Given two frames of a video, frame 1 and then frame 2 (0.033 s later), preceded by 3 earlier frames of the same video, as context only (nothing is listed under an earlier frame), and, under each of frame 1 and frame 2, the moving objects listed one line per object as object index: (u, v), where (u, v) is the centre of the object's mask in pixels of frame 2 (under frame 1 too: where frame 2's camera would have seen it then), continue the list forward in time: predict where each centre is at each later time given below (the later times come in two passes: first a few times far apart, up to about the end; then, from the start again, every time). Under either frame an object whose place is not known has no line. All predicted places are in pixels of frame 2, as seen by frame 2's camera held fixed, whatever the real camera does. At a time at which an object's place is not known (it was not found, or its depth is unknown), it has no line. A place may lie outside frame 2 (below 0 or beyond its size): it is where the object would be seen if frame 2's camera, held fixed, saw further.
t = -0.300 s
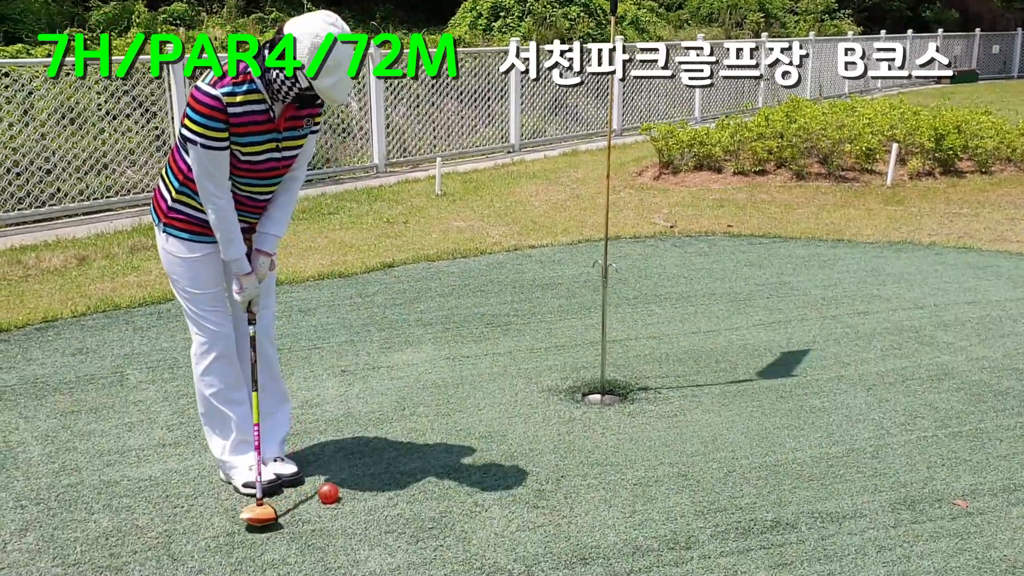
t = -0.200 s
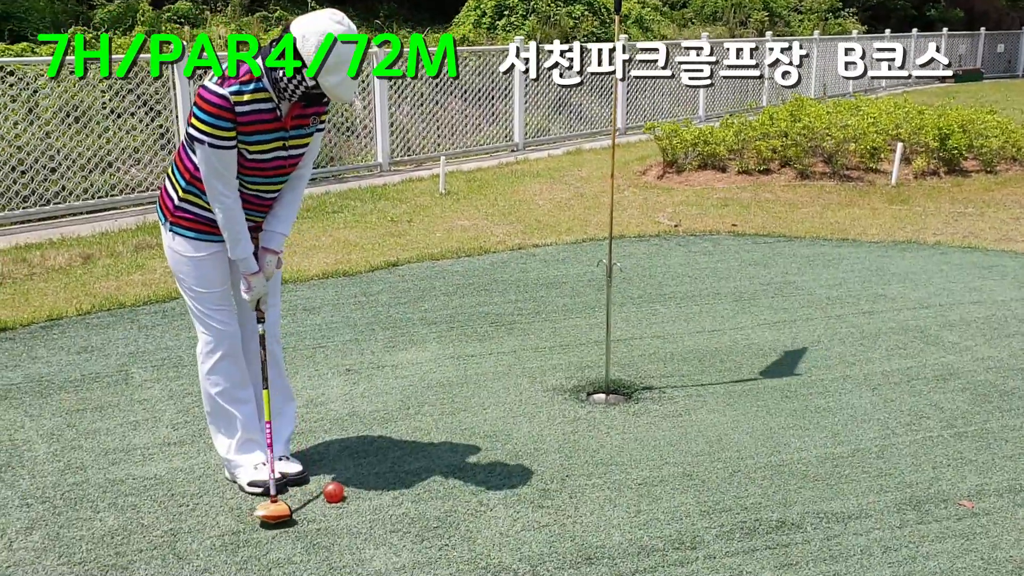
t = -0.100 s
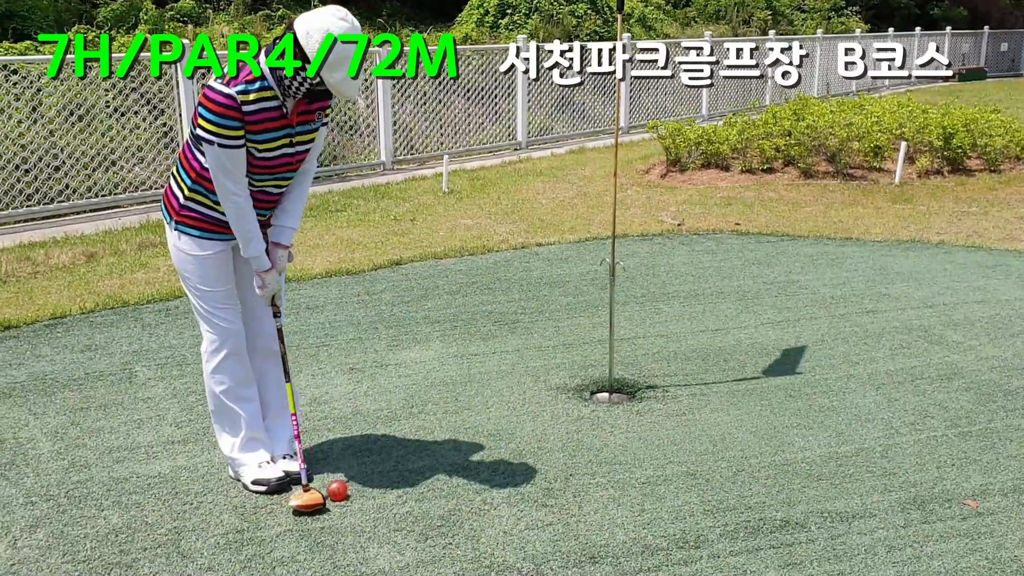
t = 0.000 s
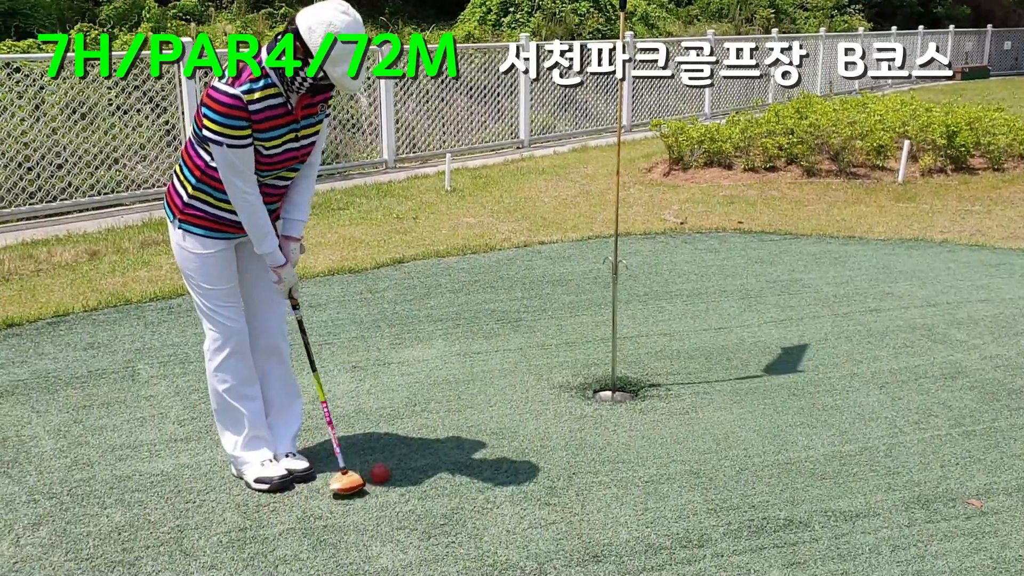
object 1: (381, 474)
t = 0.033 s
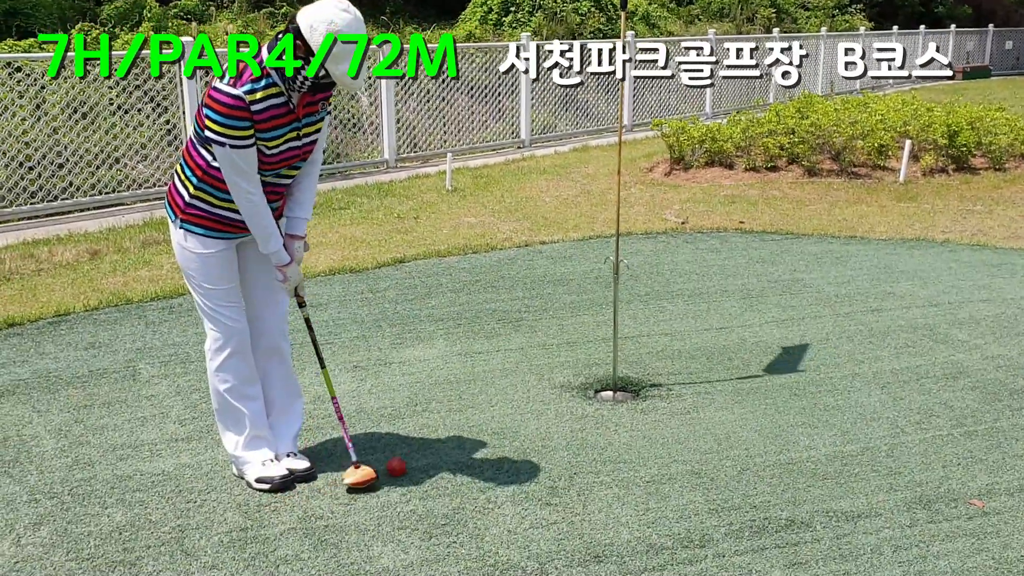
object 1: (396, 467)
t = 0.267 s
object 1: (477, 433)
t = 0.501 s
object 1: (538, 409)
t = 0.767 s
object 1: (592, 390)
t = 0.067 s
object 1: (411, 461)
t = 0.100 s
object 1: (424, 456)
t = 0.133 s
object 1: (435, 451)
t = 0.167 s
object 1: (446, 447)
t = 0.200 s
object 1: (457, 442)
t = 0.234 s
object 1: (467, 438)
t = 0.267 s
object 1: (477, 433)
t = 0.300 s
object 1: (487, 430)
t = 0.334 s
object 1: (496, 426)
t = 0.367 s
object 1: (505, 422)
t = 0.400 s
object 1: (514, 419)
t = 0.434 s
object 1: (522, 416)
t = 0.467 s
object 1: (530, 412)
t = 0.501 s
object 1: (538, 409)
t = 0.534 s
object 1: (546, 405)
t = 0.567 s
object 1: (553, 402)
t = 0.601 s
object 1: (560, 399)
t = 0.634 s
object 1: (567, 396)
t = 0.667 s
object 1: (574, 392)
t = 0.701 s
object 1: (580, 390)
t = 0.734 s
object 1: (585, 390)
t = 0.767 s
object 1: (592, 390)
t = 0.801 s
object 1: (598, 392)
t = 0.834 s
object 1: (604, 395)
